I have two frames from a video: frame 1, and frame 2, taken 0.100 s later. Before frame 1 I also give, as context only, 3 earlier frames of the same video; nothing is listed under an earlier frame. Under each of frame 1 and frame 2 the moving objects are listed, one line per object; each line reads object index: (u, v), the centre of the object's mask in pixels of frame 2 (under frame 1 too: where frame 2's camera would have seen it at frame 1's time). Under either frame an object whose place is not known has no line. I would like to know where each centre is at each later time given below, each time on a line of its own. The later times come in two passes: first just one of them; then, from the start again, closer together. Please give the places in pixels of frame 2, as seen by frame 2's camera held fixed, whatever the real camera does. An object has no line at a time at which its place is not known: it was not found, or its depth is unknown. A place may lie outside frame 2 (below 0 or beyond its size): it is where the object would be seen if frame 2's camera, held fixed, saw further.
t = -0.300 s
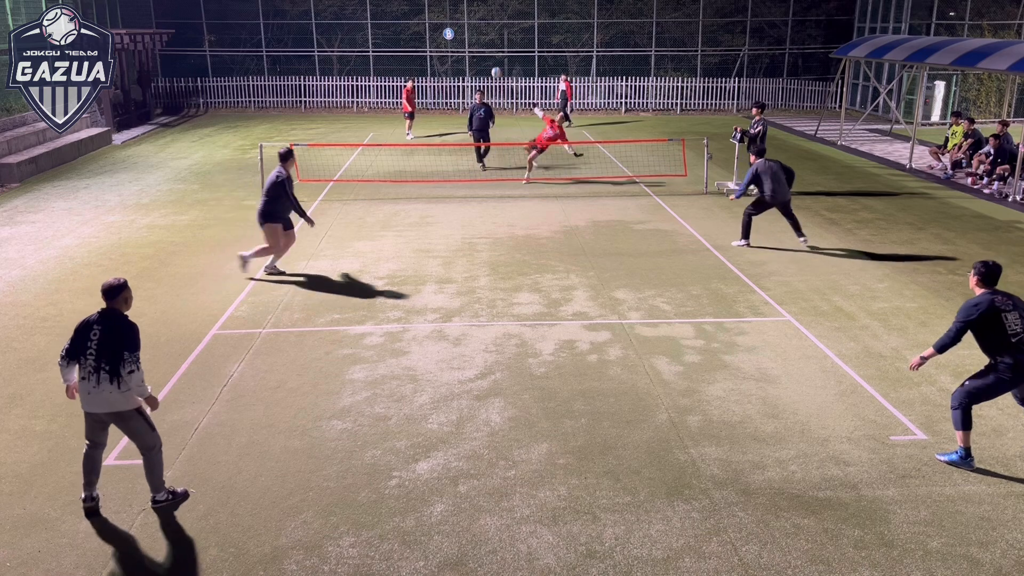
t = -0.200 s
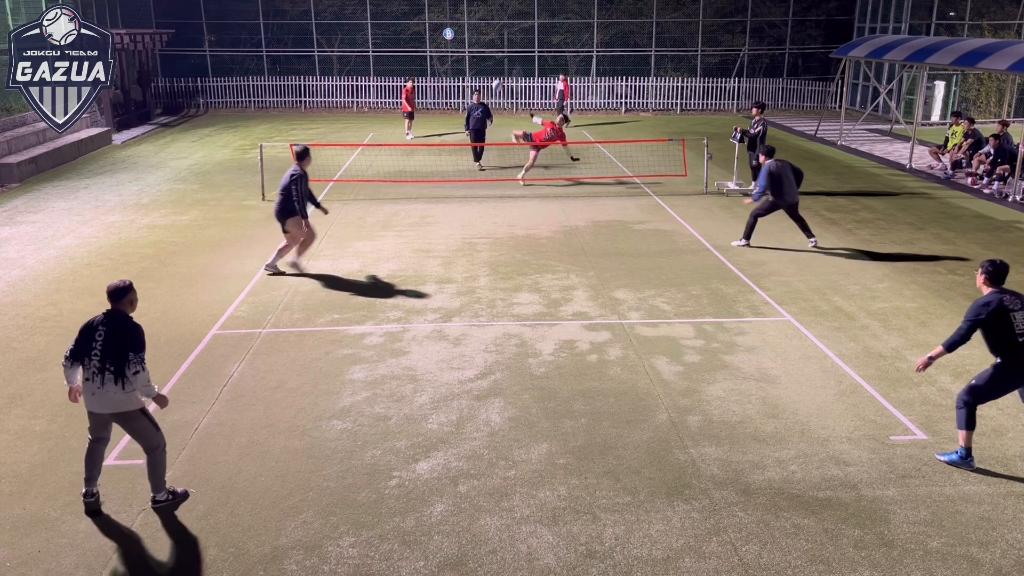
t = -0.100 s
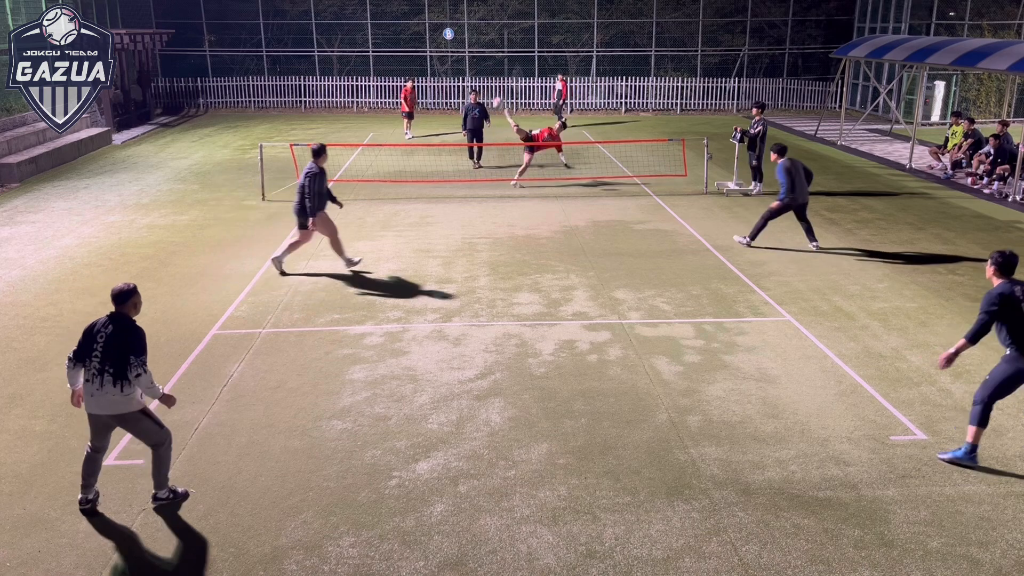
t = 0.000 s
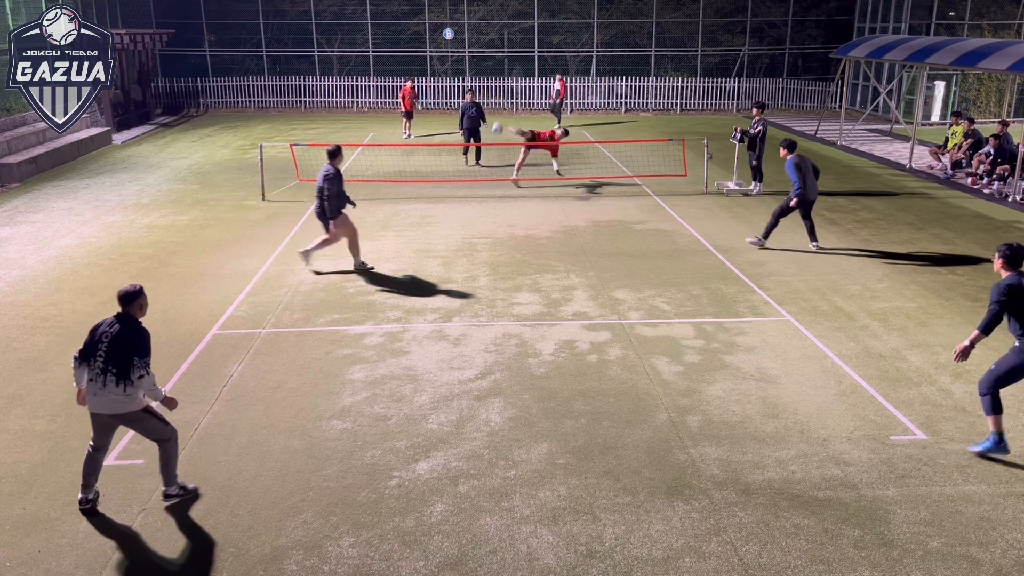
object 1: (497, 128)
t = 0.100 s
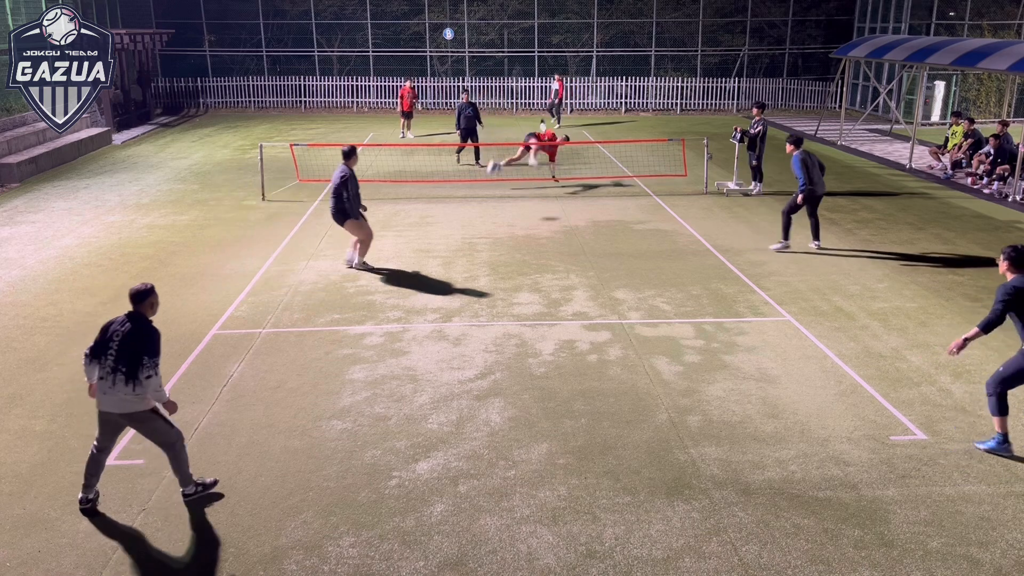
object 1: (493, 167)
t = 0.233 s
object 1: (483, 239)
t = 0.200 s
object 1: (486, 220)
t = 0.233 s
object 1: (483, 239)
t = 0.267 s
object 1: (481, 235)
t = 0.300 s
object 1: (478, 230)
